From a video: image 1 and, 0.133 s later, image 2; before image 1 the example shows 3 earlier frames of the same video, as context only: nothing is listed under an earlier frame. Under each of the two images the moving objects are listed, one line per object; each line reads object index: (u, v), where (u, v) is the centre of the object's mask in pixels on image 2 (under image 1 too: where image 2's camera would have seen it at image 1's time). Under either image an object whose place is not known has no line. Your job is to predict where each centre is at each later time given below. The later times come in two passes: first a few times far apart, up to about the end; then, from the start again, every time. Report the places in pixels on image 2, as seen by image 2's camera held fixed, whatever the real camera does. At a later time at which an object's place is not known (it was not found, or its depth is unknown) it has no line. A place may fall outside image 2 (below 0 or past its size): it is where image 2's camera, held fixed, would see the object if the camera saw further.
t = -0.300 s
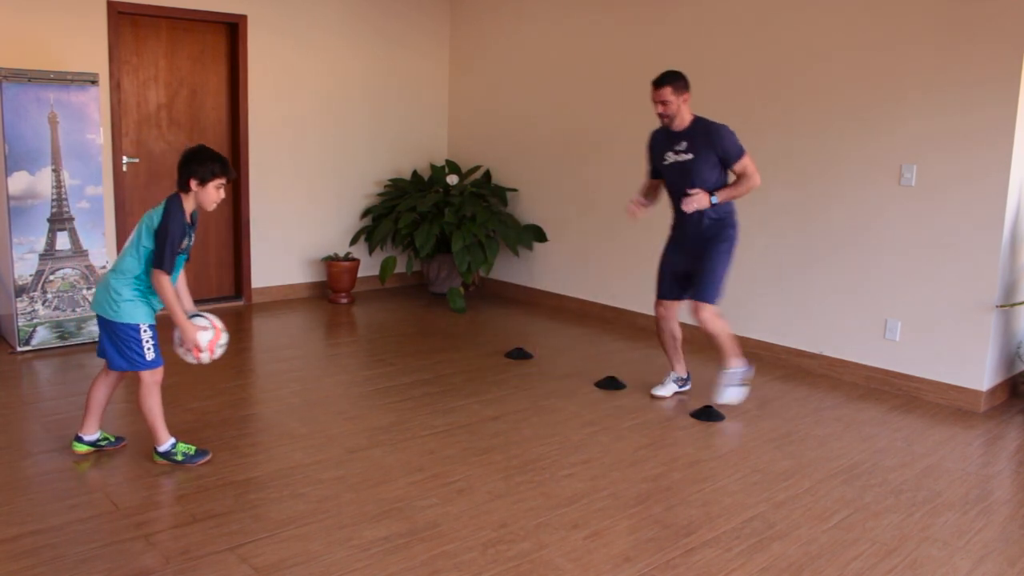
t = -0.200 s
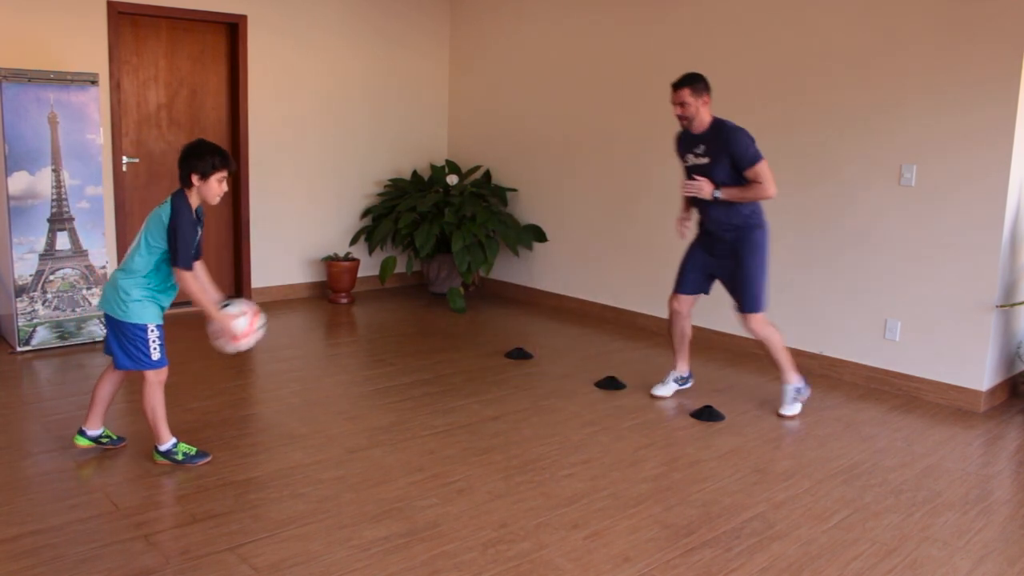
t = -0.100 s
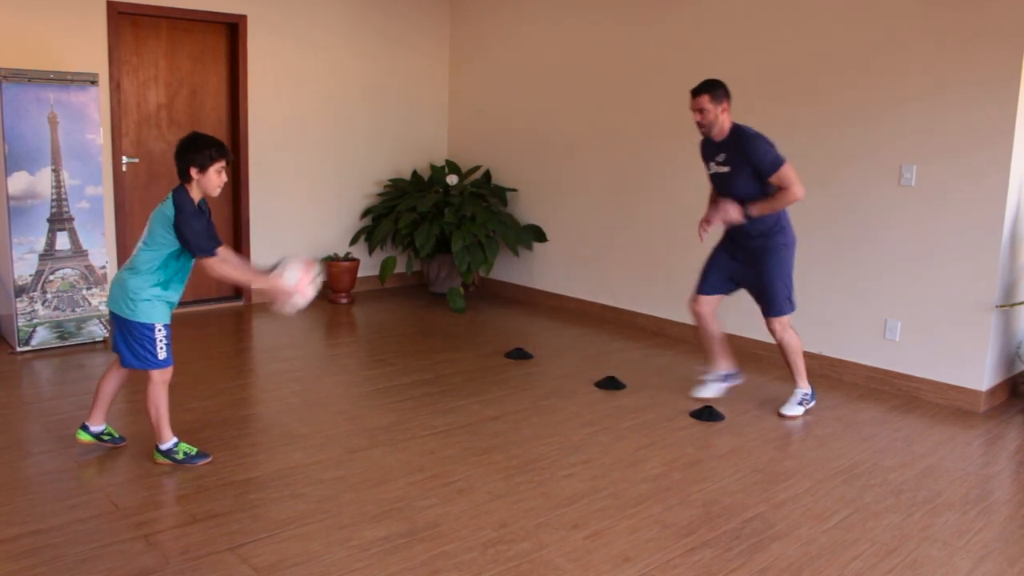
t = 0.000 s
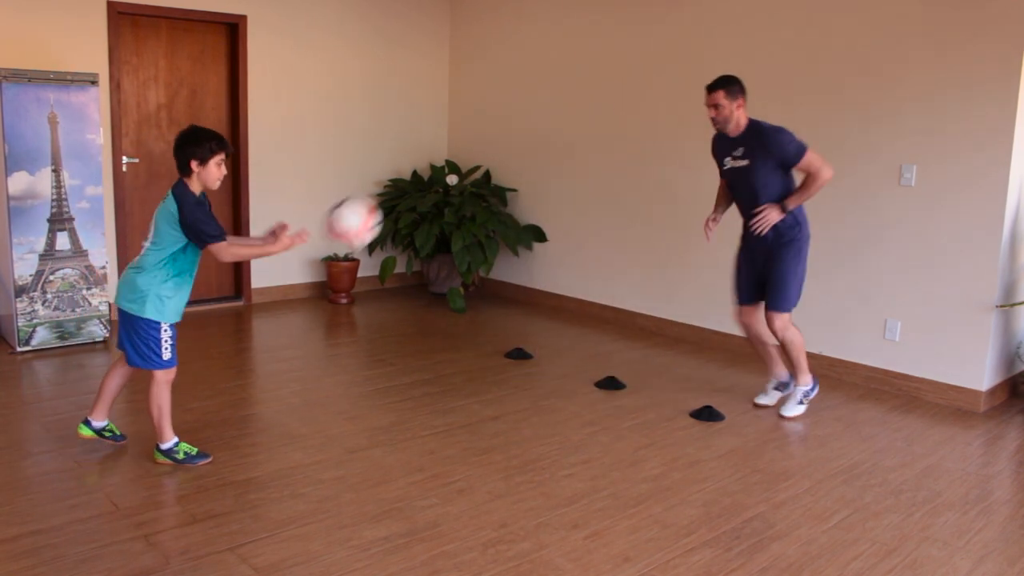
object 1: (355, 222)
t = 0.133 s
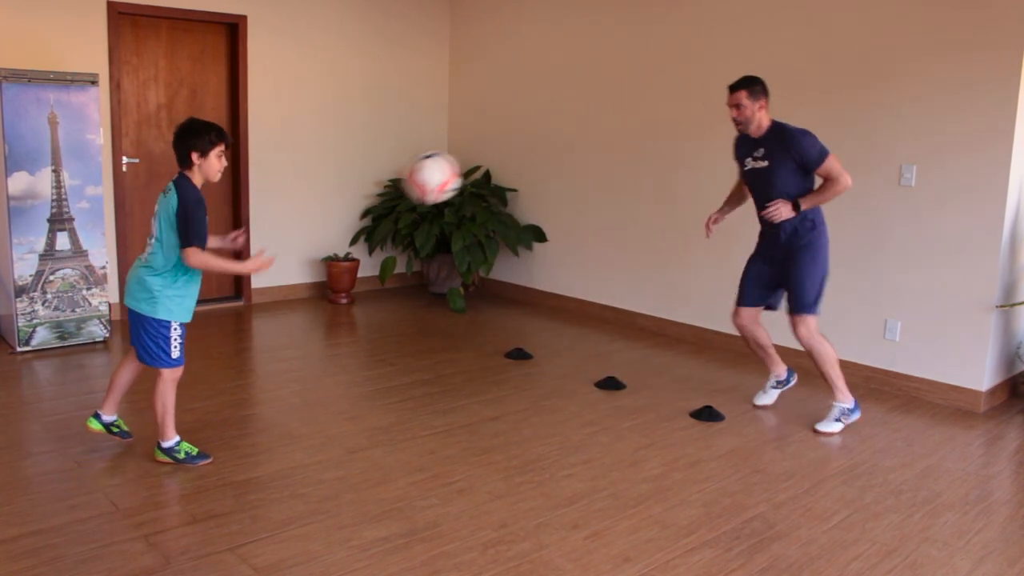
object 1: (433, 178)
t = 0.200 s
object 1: (472, 170)
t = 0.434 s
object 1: (603, 224)
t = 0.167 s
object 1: (452, 173)
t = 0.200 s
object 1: (472, 170)
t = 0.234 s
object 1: (493, 170)
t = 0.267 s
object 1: (512, 173)
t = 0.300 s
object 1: (531, 178)
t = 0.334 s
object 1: (550, 187)
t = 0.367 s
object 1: (568, 197)
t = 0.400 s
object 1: (585, 209)
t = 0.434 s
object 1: (603, 224)
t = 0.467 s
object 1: (621, 242)
